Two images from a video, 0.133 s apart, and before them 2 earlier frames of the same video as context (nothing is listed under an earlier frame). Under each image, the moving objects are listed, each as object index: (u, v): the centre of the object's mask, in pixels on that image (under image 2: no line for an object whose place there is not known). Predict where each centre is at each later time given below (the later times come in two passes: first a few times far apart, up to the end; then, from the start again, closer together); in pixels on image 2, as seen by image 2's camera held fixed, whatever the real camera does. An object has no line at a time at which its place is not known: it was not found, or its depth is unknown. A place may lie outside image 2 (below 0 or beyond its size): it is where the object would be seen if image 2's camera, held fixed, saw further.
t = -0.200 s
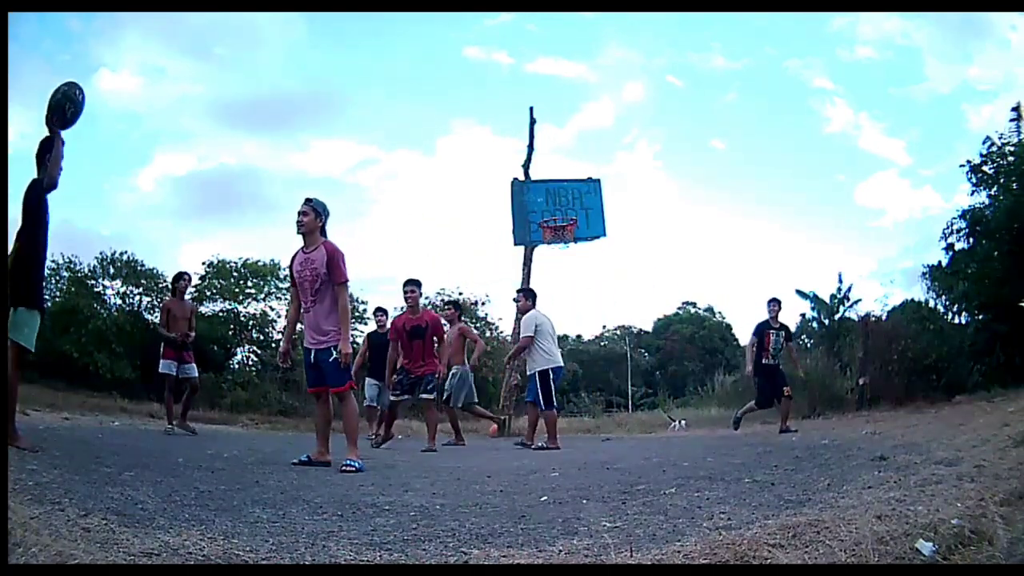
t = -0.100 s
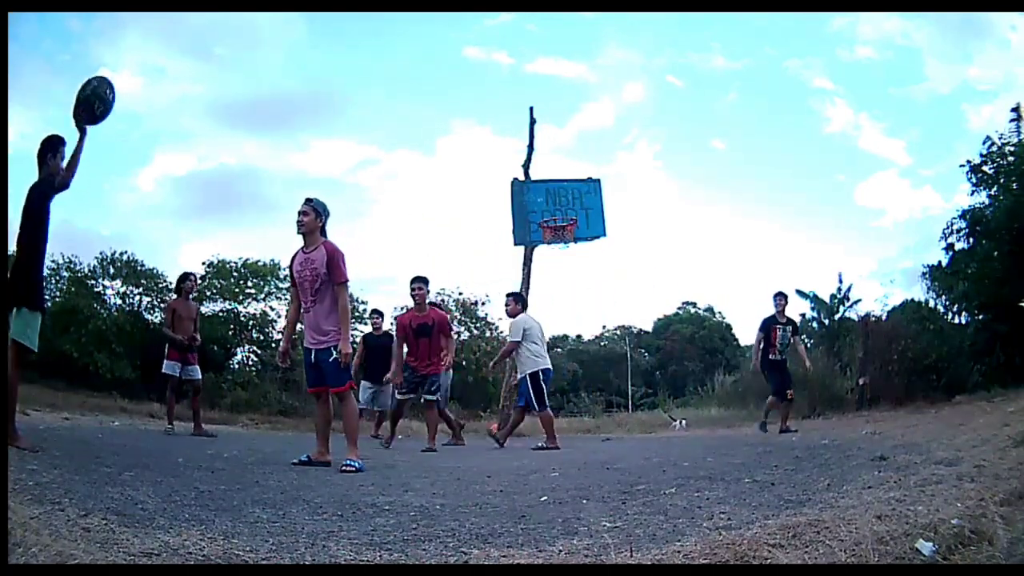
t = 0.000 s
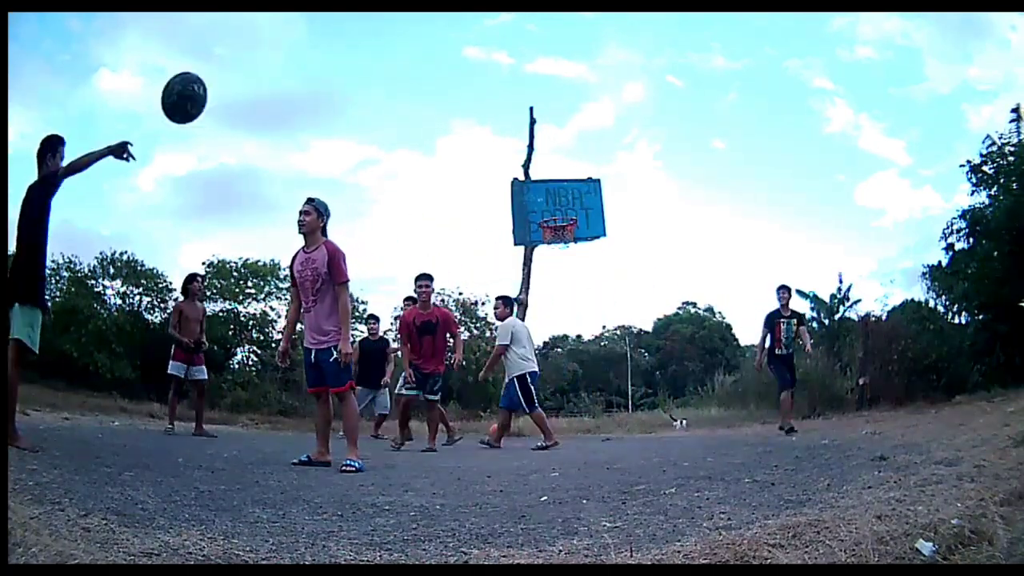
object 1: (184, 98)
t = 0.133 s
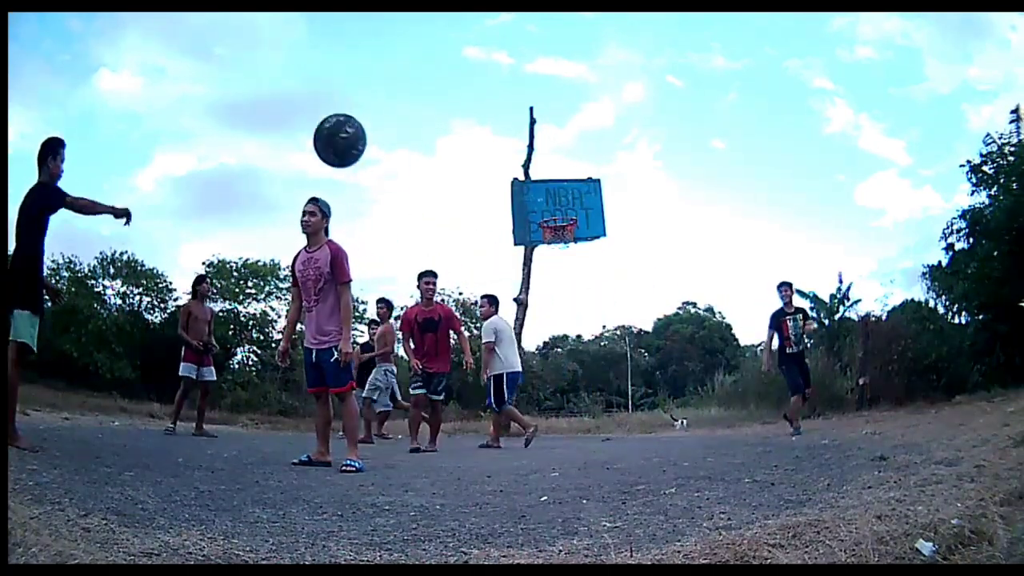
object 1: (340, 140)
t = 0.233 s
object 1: (464, 208)
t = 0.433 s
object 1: (683, 400)
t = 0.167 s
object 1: (381, 159)
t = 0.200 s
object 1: (423, 182)
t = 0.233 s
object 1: (464, 208)
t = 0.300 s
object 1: (545, 267)
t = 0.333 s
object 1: (583, 299)
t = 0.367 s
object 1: (619, 332)
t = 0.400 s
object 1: (654, 358)
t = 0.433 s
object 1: (683, 400)
